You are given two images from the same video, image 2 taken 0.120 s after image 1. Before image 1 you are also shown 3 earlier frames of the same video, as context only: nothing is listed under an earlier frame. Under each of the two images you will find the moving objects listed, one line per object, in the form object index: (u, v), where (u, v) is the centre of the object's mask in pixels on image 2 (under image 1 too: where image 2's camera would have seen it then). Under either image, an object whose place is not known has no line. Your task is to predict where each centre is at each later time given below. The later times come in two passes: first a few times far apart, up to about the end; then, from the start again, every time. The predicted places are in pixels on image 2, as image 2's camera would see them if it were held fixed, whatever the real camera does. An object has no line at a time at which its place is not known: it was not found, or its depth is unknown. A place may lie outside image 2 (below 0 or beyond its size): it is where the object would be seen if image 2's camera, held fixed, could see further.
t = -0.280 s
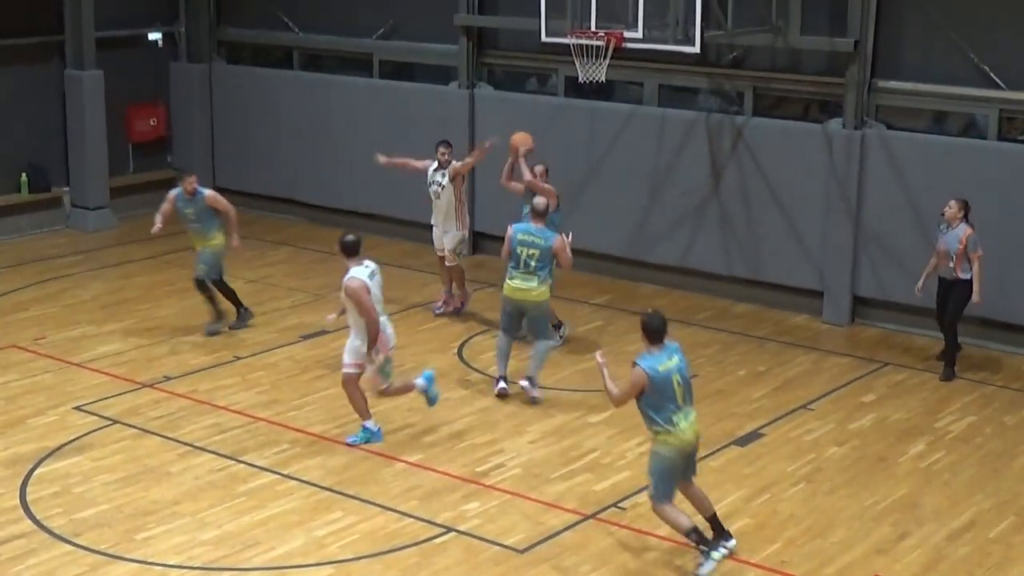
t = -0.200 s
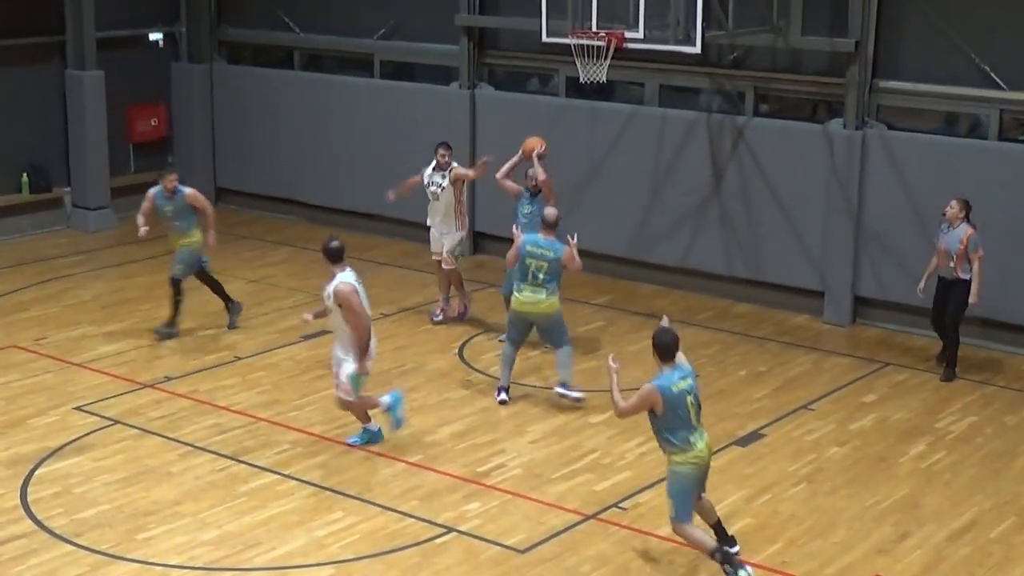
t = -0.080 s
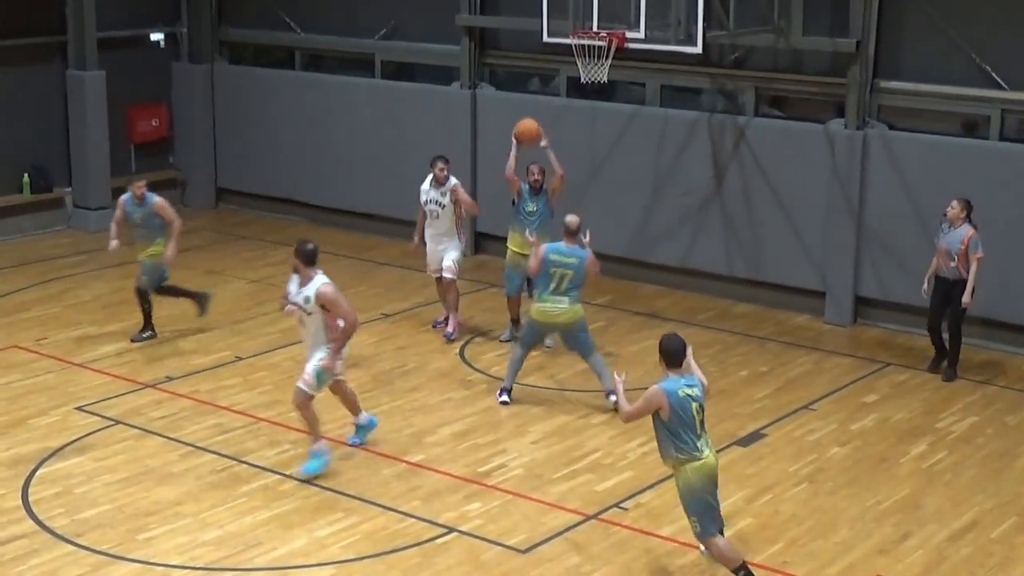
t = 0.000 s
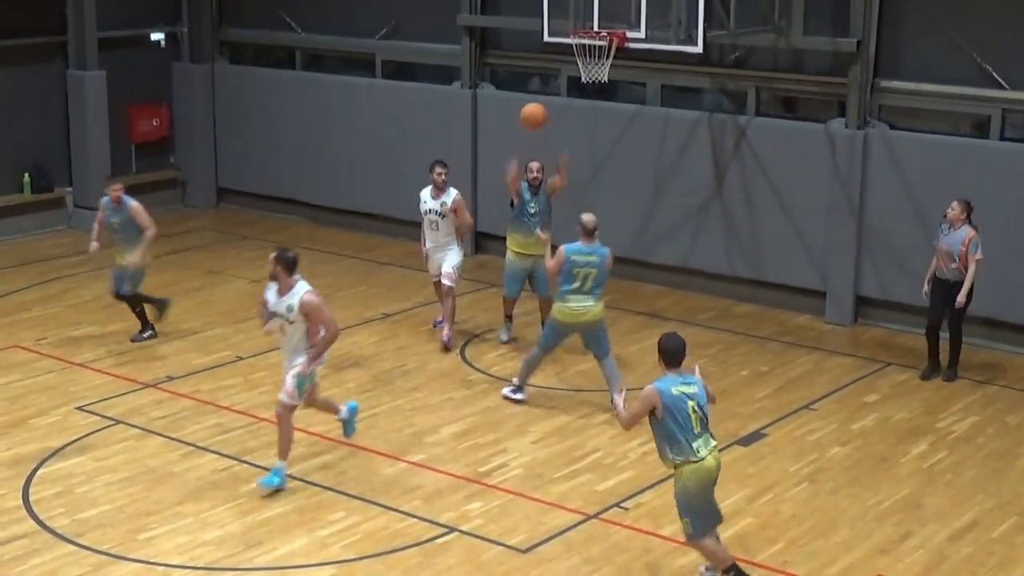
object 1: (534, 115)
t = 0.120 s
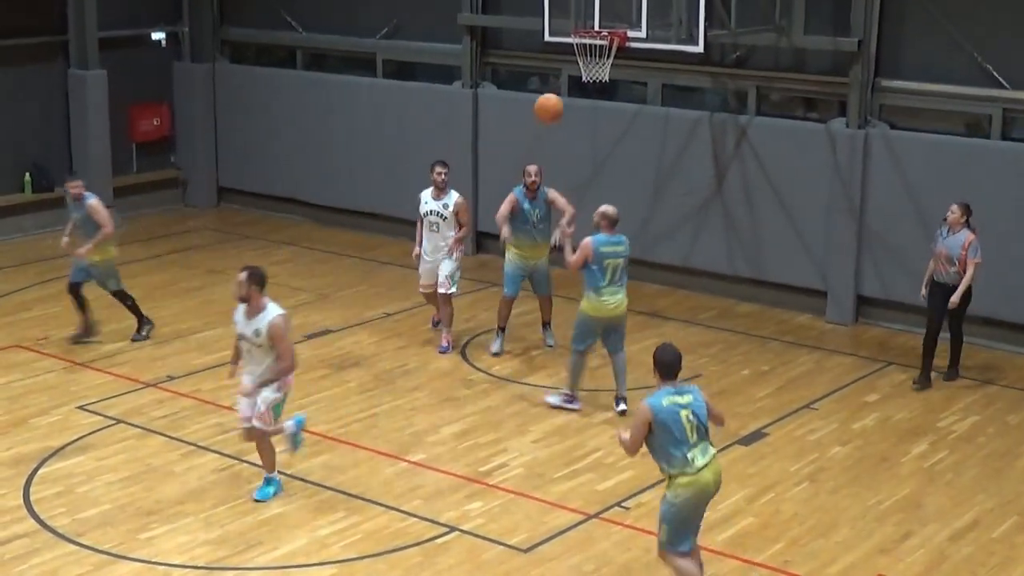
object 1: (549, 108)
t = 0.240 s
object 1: (567, 117)
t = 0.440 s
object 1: (608, 184)
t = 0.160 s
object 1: (554, 109)
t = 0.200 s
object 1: (560, 111)
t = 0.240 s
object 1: (567, 117)
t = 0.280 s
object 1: (574, 124)
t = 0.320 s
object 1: (581, 135)
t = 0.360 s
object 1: (590, 148)
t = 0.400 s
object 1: (598, 164)
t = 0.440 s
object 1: (608, 184)
